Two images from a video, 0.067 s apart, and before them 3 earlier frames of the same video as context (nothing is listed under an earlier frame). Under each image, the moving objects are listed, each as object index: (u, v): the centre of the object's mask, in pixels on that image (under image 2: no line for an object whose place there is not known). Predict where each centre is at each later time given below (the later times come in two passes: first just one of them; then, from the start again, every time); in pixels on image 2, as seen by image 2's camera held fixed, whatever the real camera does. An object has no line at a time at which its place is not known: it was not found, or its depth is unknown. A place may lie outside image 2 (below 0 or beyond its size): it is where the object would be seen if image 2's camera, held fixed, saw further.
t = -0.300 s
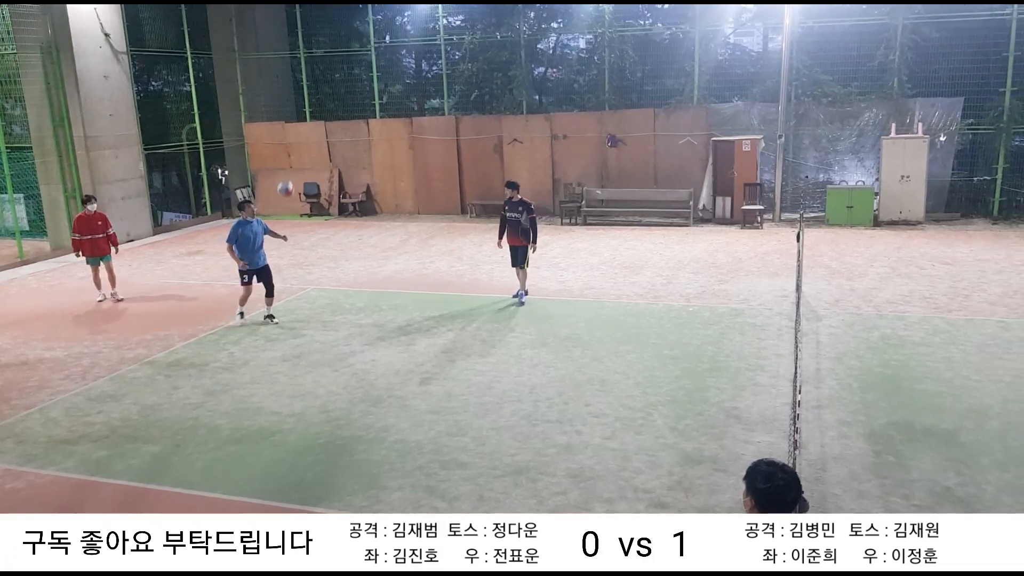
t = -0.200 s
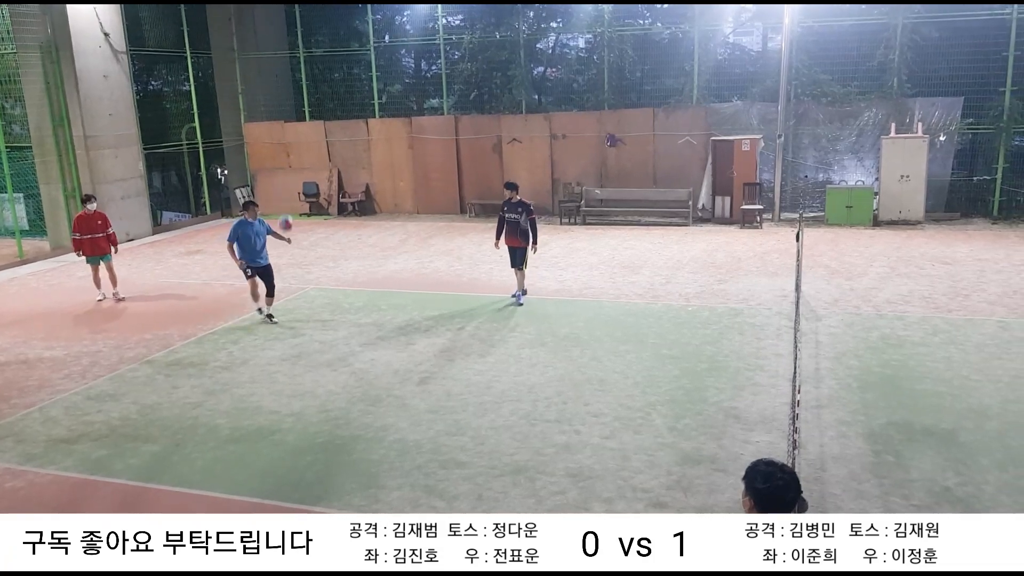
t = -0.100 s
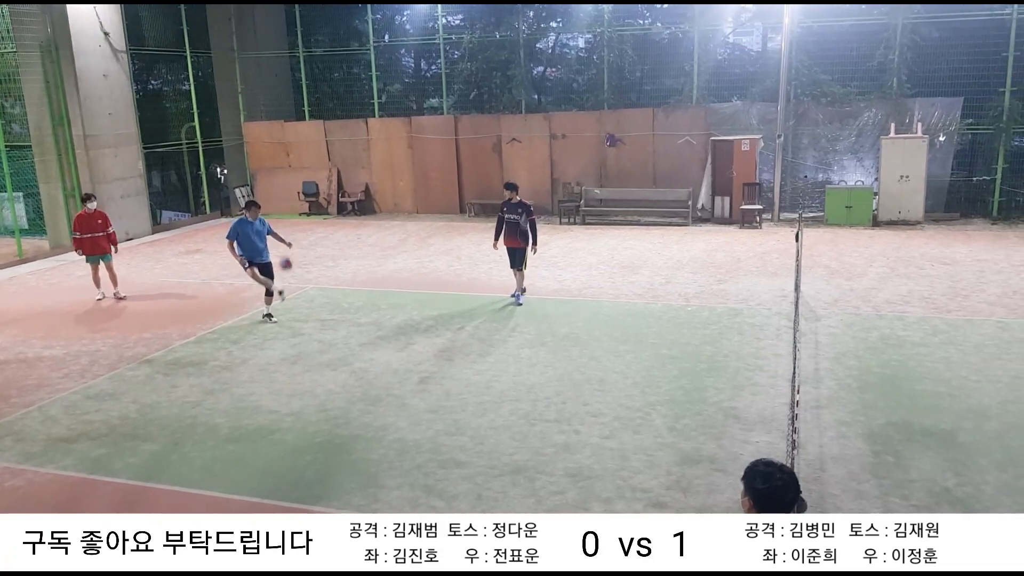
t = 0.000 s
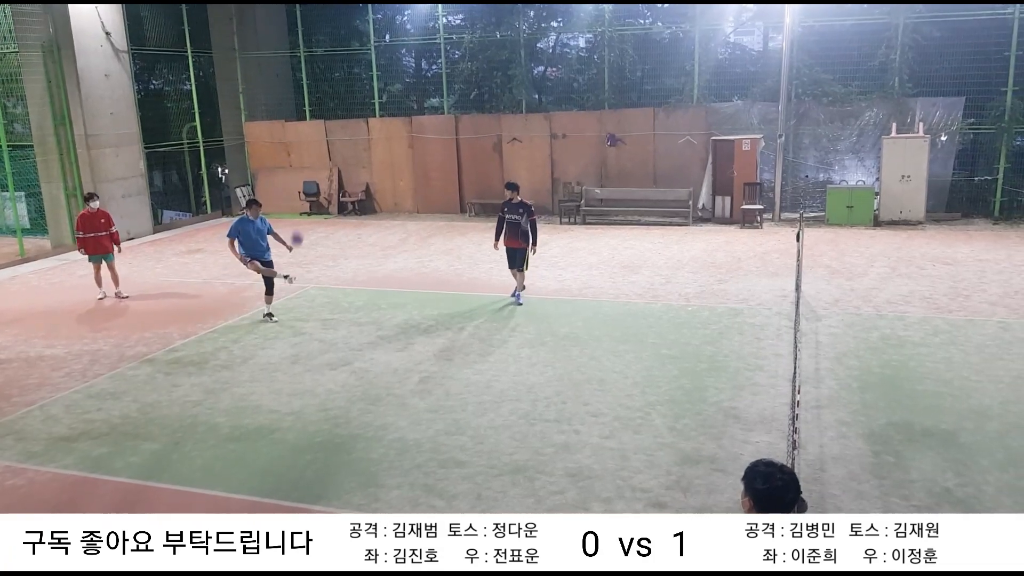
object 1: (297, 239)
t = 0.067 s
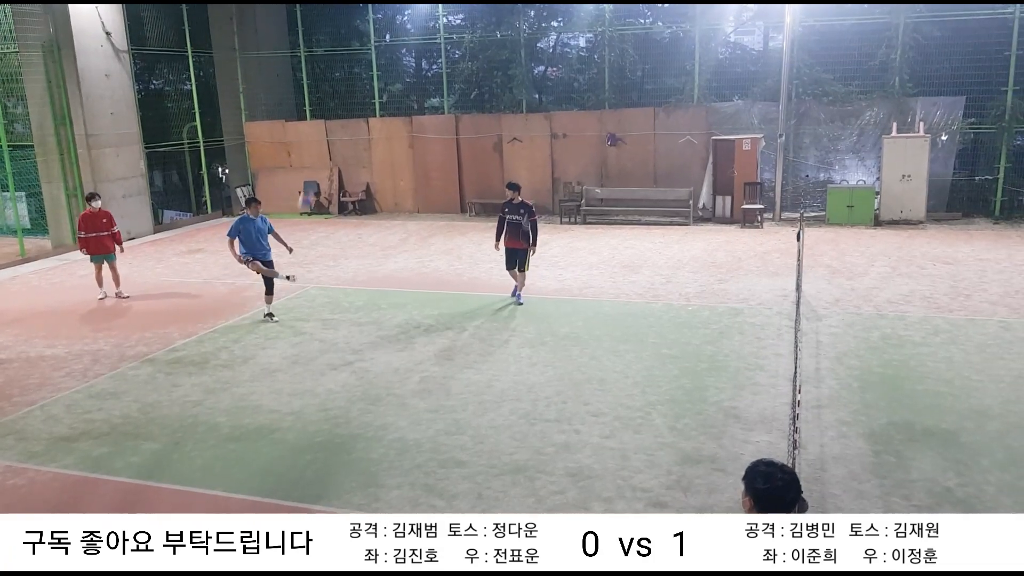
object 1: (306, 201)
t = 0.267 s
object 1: (339, 104)
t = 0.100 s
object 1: (311, 184)
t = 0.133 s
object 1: (316, 165)
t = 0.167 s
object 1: (321, 149)
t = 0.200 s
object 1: (327, 133)
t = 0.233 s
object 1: (333, 118)
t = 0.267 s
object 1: (339, 104)
